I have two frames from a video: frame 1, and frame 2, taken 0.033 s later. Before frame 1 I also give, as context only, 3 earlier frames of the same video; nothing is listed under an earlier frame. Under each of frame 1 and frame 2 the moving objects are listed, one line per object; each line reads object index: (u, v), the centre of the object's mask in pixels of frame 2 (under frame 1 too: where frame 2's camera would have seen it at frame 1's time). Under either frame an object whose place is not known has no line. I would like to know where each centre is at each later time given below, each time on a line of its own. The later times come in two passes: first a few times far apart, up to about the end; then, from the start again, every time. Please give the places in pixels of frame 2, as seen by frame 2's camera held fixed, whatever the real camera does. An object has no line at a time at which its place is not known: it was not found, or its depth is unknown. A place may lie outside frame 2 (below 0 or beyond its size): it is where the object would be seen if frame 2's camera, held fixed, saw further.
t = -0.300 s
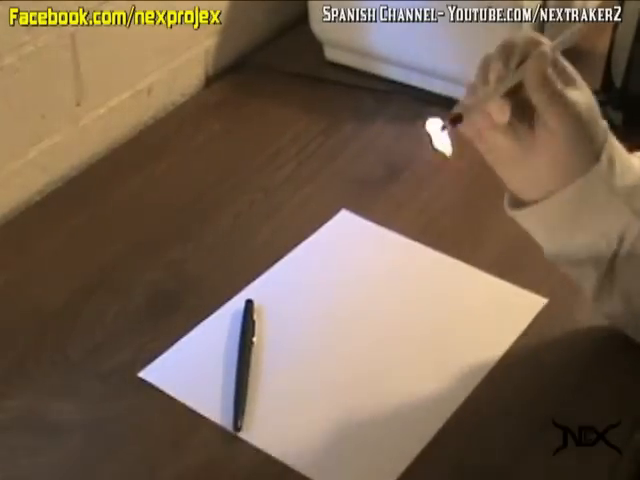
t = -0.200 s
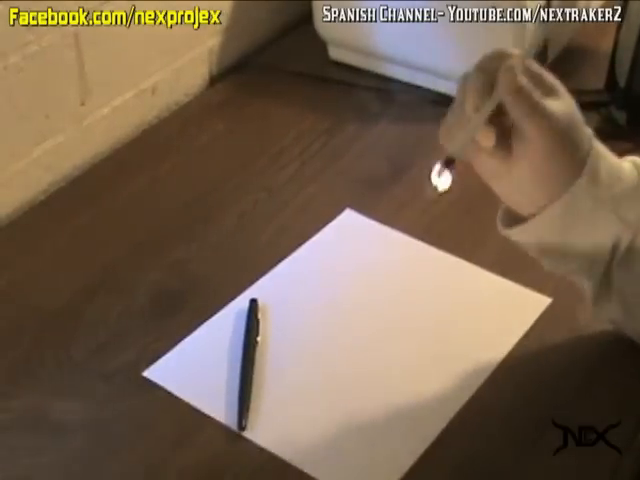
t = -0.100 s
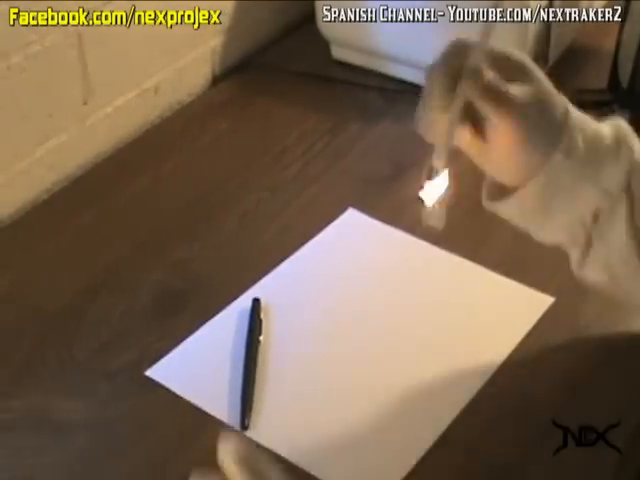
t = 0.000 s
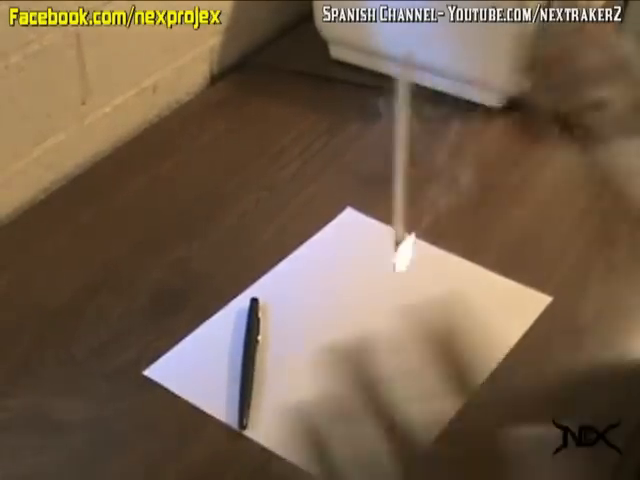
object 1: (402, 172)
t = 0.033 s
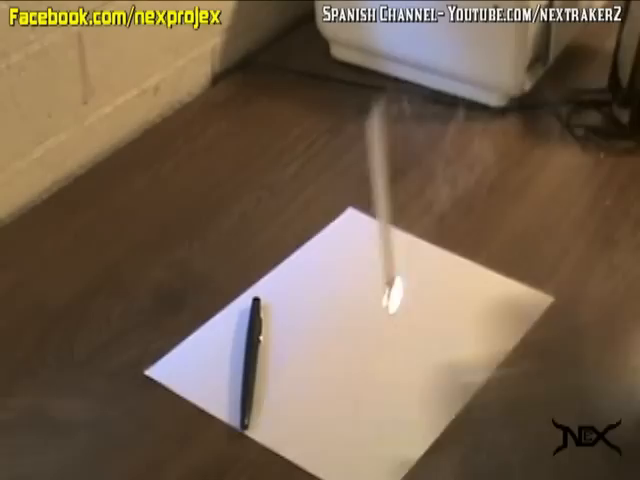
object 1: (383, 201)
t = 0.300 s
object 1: (226, 278)
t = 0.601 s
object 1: (244, 258)
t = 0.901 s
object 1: (263, 243)
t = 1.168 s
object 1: (273, 232)
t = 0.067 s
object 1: (365, 263)
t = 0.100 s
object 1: (329, 262)
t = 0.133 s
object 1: (299, 269)
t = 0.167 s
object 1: (277, 290)
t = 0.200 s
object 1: (262, 290)
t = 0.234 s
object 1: (249, 283)
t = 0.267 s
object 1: (236, 277)
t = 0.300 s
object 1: (226, 278)
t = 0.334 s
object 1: (225, 275)
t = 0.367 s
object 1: (227, 275)
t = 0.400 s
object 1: (230, 272)
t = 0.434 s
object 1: (233, 270)
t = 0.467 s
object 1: (235, 268)
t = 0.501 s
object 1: (238, 265)
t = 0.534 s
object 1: (239, 263)
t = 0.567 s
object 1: (243, 261)
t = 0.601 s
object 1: (244, 258)
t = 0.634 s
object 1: (246, 256)
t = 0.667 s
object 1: (249, 255)
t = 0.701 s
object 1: (251, 253)
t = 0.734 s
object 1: (253, 251)
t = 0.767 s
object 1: (255, 250)
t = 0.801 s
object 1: (257, 248)
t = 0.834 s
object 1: (259, 246)
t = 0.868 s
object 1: (261, 245)
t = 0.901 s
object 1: (263, 243)
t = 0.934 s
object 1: (264, 242)
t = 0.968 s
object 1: (265, 240)
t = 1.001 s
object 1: (268, 239)
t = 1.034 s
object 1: (268, 237)
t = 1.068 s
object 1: (270, 236)
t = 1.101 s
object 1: (270, 234)
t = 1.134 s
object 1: (271, 233)
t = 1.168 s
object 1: (273, 232)
